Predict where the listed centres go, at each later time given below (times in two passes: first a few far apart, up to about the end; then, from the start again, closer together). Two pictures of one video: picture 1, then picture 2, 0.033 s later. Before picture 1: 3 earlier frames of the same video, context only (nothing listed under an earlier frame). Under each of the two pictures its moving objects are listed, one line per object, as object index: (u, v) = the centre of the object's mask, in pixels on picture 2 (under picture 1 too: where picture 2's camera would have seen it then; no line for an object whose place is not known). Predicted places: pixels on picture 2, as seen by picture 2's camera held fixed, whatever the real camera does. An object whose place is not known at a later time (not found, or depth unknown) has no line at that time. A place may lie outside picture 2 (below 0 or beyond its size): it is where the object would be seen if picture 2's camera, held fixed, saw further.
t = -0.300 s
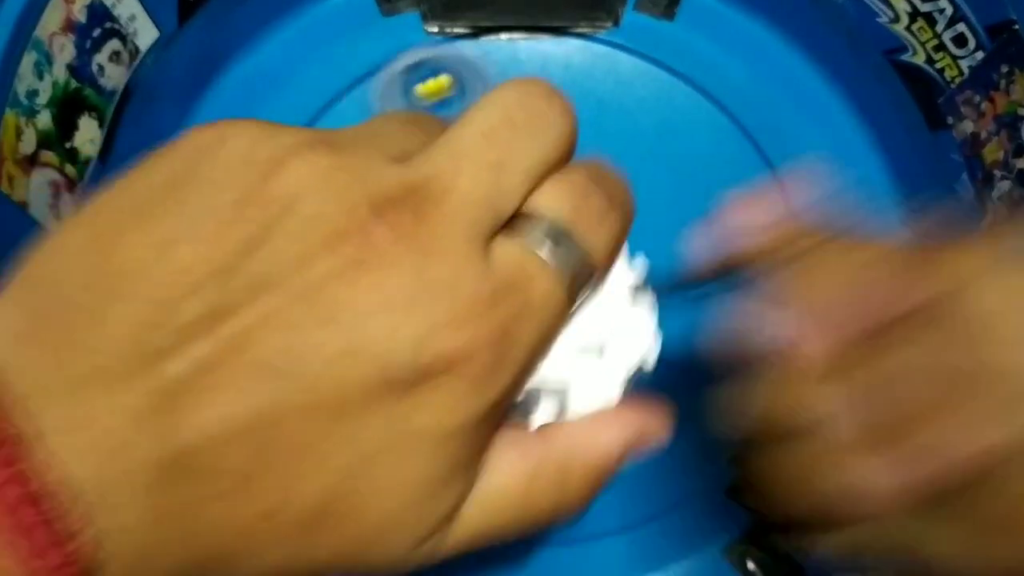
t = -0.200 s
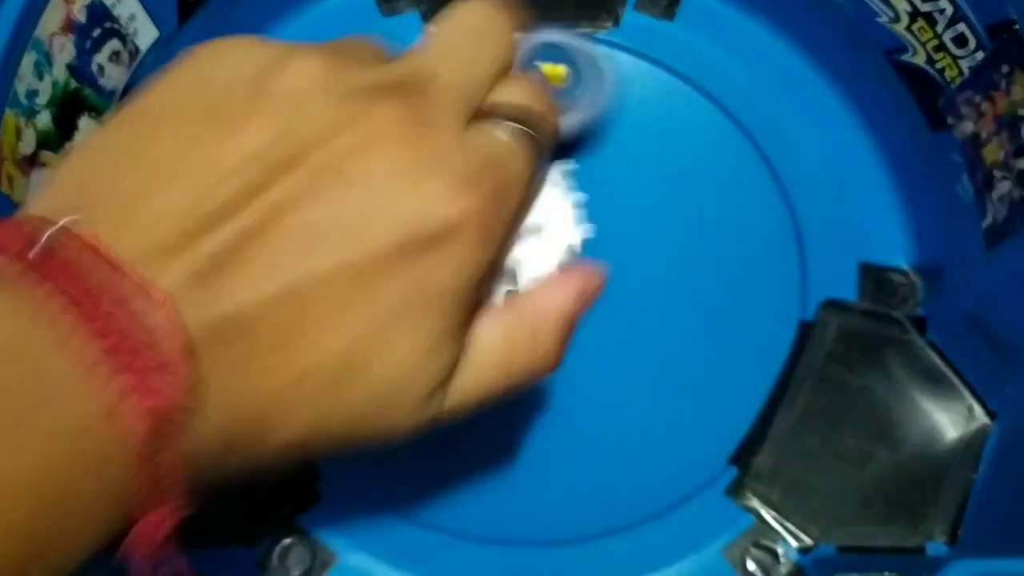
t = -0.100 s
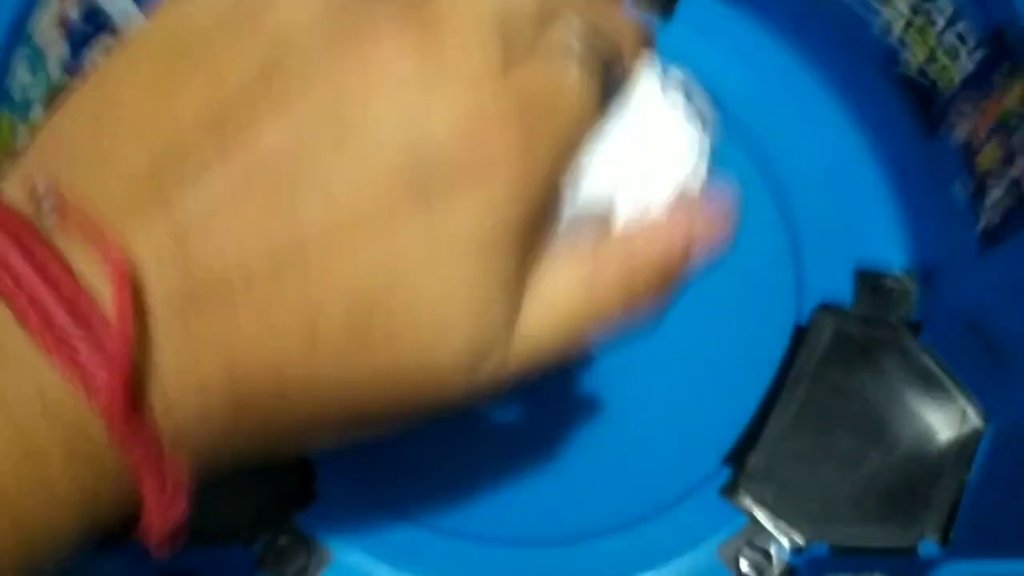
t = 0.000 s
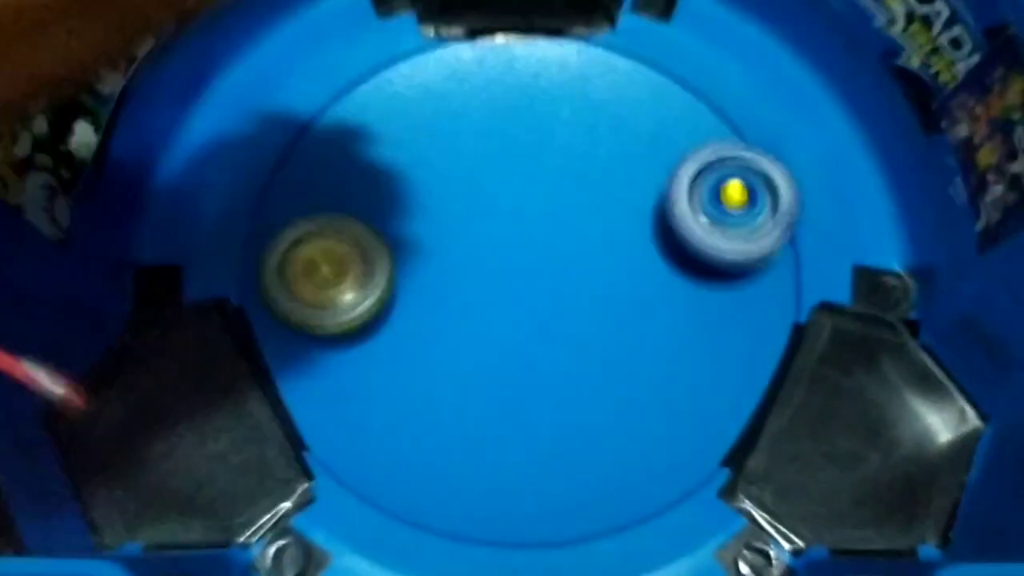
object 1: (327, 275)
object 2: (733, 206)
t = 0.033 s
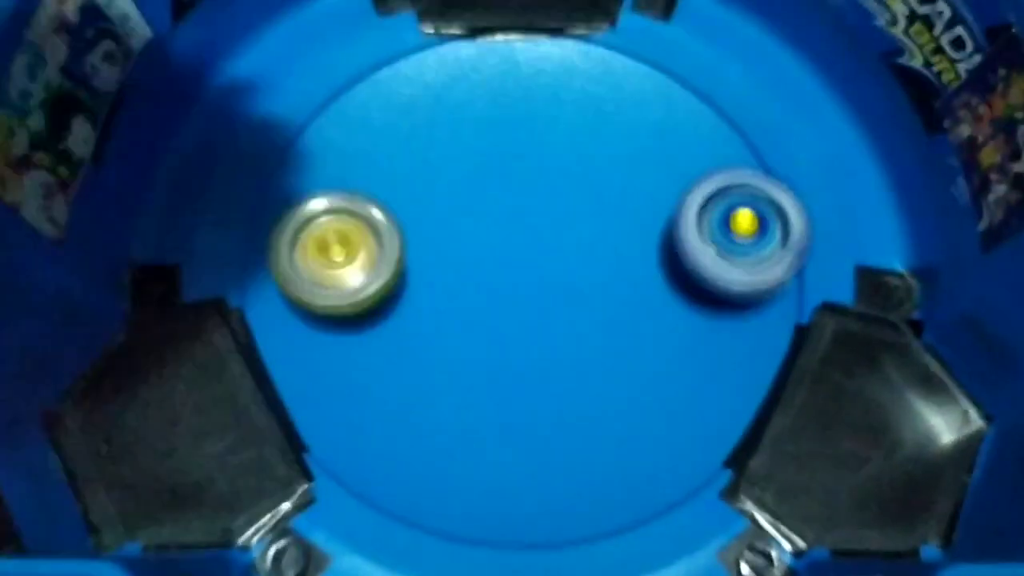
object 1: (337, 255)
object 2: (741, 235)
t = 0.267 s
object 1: (511, 204)
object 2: (597, 432)
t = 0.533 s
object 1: (645, 250)
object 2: (335, 333)
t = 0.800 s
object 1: (530, 285)
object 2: (421, 115)
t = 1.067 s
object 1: (424, 255)
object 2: (653, 169)
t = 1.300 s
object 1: (495, 261)
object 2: (654, 365)
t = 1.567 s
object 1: (600, 280)
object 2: (364, 384)
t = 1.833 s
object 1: (551, 244)
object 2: (351, 169)
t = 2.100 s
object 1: (561, 359)
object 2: (491, 34)
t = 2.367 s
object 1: (579, 360)
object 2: (631, 204)
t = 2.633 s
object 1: (431, 360)
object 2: (643, 285)
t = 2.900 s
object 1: (263, 285)
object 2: (644, 317)
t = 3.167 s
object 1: (368, 252)
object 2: (549, 290)
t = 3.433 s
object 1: (362, 128)
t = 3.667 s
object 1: (430, 189)
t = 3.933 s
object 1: (409, 181)
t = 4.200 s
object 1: (341, 159)
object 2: (545, 374)
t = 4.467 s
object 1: (375, 235)
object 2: (579, 259)
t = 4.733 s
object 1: (412, 267)
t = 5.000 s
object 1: (480, 230)
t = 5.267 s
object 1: (457, 184)
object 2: (674, 250)
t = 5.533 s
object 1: (447, 218)
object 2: (610, 246)
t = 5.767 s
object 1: (346, 282)
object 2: (657, 196)
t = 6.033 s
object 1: (431, 334)
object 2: (607, 192)
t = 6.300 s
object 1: (628, 353)
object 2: (499, 160)
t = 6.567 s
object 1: (620, 255)
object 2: (453, 189)
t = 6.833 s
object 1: (716, 235)
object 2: (245, 197)
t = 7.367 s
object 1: (603, 316)
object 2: (379, 233)
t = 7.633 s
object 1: (629, 338)
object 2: (458, 270)
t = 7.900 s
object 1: (666, 326)
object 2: (422, 285)
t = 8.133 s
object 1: (610, 290)
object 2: (467, 320)
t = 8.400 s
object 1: (638, 241)
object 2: (416, 335)
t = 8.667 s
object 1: (646, 202)
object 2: (366, 344)
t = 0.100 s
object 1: (376, 233)
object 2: (736, 302)
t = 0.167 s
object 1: (426, 214)
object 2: (700, 366)
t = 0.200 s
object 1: (454, 209)
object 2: (671, 392)
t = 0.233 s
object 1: (483, 205)
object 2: (636, 416)
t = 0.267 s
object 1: (511, 204)
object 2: (597, 432)
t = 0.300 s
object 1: (539, 206)
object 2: (555, 442)
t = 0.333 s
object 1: (565, 208)
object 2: (513, 444)
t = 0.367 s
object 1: (587, 212)
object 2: (473, 439)
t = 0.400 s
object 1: (606, 218)
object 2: (434, 429)
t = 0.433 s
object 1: (622, 225)
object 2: (400, 413)
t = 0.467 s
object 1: (634, 233)
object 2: (373, 391)
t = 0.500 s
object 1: (642, 242)
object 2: (349, 363)
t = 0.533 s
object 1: (645, 250)
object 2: (335, 333)
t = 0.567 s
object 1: (642, 258)
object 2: (325, 300)
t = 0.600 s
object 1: (635, 266)
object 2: (322, 268)
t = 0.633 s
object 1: (624, 272)
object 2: (326, 236)
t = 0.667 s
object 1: (610, 278)
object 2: (337, 207)
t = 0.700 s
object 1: (592, 282)
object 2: (352, 179)
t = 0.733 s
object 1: (572, 284)
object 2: (371, 154)
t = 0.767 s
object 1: (551, 284)
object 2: (394, 132)
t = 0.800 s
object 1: (530, 285)
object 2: (421, 115)
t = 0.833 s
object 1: (508, 283)
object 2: (450, 102)
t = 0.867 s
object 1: (487, 279)
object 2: (480, 95)
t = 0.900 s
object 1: (469, 276)
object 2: (512, 92)
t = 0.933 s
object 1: (453, 271)
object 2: (545, 97)
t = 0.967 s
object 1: (440, 266)
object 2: (576, 107)
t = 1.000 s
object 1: (431, 261)
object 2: (606, 123)
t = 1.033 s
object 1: (426, 258)
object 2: (631, 145)
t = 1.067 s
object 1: (424, 255)
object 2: (653, 169)
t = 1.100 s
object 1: (426, 253)
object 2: (672, 196)
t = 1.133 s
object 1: (432, 253)
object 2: (686, 226)
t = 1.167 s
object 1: (441, 253)
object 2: (692, 258)
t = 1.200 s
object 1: (453, 255)
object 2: (692, 289)
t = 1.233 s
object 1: (464, 256)
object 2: (687, 309)
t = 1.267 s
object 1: (479, 258)
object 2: (674, 338)
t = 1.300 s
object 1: (495, 261)
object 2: (654, 365)
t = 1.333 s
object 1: (512, 265)
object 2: (628, 386)
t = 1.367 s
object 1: (529, 269)
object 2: (594, 404)
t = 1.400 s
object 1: (546, 272)
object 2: (556, 417)
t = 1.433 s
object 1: (562, 276)
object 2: (516, 425)
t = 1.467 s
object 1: (575, 279)
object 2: (474, 425)
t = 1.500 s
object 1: (586, 281)
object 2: (434, 419)
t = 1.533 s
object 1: (594, 281)
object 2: (397, 404)
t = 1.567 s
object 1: (600, 280)
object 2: (364, 384)
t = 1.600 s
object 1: (603, 277)
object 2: (337, 361)
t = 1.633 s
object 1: (603, 274)
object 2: (317, 332)
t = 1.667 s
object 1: (600, 269)
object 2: (307, 302)
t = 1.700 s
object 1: (594, 265)
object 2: (305, 271)
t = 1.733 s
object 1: (585, 260)
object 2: (308, 243)
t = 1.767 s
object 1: (574, 255)
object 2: (317, 215)
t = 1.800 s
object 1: (563, 249)
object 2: (332, 190)
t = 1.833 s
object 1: (551, 244)
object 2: (351, 169)
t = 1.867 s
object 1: (538, 238)
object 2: (374, 152)
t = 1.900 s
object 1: (526, 233)
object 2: (401, 139)
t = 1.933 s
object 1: (514, 231)
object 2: (429, 130)
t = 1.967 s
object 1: (521, 254)
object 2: (441, 102)
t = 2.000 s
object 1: (531, 284)
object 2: (450, 69)
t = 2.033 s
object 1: (540, 312)
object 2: (460, 48)
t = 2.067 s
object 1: (551, 337)
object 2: (474, 39)
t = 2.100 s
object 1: (561, 359)
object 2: (491, 34)
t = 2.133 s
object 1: (569, 376)
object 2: (509, 36)
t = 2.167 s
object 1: (576, 389)
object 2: (529, 42)
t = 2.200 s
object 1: (581, 396)
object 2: (549, 54)
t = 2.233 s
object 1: (585, 398)
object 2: (571, 75)
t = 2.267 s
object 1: (586, 395)
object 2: (590, 107)
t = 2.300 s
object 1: (586, 387)
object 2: (607, 136)
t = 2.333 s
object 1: (583, 375)
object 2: (622, 169)
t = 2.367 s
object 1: (579, 360)
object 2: (631, 204)
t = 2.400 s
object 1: (570, 351)
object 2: (639, 235)
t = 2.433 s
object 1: (544, 361)
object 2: (656, 241)
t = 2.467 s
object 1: (517, 368)
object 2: (668, 243)
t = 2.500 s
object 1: (494, 372)
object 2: (675, 248)
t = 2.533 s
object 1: (472, 373)
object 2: (675, 255)
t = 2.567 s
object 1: (454, 371)
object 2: (670, 265)
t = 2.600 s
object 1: (440, 366)
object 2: (659, 274)
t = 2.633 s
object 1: (431, 360)
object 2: (643, 285)
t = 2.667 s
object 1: (425, 353)
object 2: (623, 295)
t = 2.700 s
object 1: (424, 345)
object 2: (599, 304)
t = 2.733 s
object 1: (426, 337)
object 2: (572, 313)
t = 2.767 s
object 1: (399, 325)
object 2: (578, 318)
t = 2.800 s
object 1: (357, 315)
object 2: (602, 321)
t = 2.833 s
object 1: (319, 304)
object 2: (623, 322)
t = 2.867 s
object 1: (287, 295)
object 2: (637, 320)
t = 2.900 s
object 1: (263, 285)
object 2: (644, 317)
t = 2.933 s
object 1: (247, 276)
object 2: (647, 315)
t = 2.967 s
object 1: (240, 268)
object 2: (644, 312)
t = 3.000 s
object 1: (243, 262)
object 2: (636, 309)
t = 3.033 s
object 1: (256, 256)
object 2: (623, 307)
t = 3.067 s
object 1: (276, 253)
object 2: (607, 303)
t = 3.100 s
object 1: (302, 252)
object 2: (589, 300)
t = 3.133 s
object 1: (333, 252)
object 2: (570, 295)
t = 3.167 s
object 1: (368, 252)
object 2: (549, 290)
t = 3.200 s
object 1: (398, 251)
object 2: (536, 287)
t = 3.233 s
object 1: (391, 228)
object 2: (567, 306)
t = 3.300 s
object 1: (370, 182)
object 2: (629, 346)
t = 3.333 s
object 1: (365, 163)
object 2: (653, 359)
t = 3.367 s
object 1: (361, 147)
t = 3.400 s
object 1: (360, 134)
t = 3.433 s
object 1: (362, 128)
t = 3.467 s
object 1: (365, 125)
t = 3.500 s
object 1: (371, 126)
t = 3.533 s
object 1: (380, 132)
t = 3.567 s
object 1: (390, 141)
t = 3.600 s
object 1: (403, 154)
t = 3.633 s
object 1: (416, 170)
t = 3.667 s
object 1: (430, 189)
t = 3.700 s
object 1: (444, 209)
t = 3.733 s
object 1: (459, 229)
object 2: (571, 356)
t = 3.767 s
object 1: (471, 246)
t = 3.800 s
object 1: (462, 235)
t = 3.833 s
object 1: (449, 221)
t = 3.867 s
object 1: (436, 206)
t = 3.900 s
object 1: (423, 194)
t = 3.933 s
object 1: (409, 181)
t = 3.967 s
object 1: (397, 170)
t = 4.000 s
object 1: (386, 162)
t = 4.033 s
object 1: (375, 156)
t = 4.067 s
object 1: (365, 152)
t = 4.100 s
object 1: (356, 151)
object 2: (576, 419)
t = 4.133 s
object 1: (349, 152)
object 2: (565, 405)
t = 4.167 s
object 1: (344, 154)
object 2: (554, 390)
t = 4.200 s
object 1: (341, 159)
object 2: (545, 374)
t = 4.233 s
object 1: (340, 166)
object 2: (536, 357)
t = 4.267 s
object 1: (342, 176)
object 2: (529, 341)
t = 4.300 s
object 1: (348, 186)
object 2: (523, 324)
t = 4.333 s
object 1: (357, 198)
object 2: (520, 308)
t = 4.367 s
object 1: (369, 211)
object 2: (519, 290)
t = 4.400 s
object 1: (385, 224)
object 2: (519, 275)
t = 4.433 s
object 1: (388, 232)
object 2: (541, 263)
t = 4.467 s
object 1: (375, 235)
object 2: (579, 259)
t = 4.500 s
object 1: (365, 238)
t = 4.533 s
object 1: (359, 242)
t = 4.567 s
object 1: (358, 246)
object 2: (659, 246)
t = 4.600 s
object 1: (361, 250)
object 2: (674, 244)
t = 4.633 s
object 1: (369, 255)
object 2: (684, 243)
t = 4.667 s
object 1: (381, 259)
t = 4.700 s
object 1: (396, 263)
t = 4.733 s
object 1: (412, 267)
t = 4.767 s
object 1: (430, 270)
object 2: (689, 246)
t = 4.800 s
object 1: (449, 272)
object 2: (683, 248)
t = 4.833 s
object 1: (469, 272)
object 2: (675, 250)
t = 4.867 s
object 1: (488, 268)
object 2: (666, 252)
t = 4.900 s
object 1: (508, 263)
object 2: (655, 254)
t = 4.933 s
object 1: (507, 254)
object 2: (663, 255)
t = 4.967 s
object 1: (492, 243)
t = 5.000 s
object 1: (480, 230)
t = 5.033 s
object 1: (470, 219)
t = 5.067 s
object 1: (462, 208)
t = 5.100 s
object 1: (457, 200)
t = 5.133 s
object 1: (453, 193)
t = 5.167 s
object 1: (451, 188)
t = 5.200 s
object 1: (451, 185)
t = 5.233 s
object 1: (454, 184)
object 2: (687, 250)
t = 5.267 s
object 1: (457, 184)
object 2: (674, 250)
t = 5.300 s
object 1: (463, 186)
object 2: (659, 250)
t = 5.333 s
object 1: (469, 190)
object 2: (644, 249)
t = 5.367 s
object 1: (476, 195)
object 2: (627, 248)
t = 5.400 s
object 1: (483, 201)
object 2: (611, 246)
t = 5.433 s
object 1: (474, 205)
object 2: (612, 247)
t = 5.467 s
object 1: (462, 208)
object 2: (615, 248)
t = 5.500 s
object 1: (454, 213)
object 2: (614, 248)
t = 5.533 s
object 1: (447, 218)
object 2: (610, 246)
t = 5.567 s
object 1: (444, 224)
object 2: (603, 244)
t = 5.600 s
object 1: (443, 231)
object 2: (595, 241)
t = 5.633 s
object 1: (445, 238)
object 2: (585, 236)
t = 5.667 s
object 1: (437, 246)
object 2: (588, 229)
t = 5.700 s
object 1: (402, 258)
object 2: (618, 217)
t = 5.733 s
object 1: (372, 271)
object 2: (640, 205)
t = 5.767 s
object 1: (346, 282)
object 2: (657, 196)
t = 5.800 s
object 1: (328, 292)
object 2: (665, 189)
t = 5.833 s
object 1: (319, 303)
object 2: (669, 184)
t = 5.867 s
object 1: (320, 311)
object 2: (667, 180)
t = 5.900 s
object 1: (331, 320)
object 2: (661, 180)
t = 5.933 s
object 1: (350, 327)
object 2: (652, 181)
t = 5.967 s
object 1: (372, 332)
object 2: (639, 184)
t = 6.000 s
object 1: (401, 334)
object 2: (624, 187)
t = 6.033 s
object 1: (431, 334)
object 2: (607, 192)
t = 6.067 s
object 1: (463, 332)
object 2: (590, 197)
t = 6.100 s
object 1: (494, 327)
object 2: (572, 203)
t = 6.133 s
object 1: (525, 324)
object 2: (555, 205)
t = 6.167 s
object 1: (550, 335)
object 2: (542, 195)
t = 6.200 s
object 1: (574, 346)
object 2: (531, 183)
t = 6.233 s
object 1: (594, 352)
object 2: (520, 173)
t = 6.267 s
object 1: (613, 355)
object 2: (510, 165)
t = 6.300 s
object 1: (628, 353)
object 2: (499, 160)
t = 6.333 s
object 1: (640, 347)
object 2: (490, 158)
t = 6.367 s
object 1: (648, 339)
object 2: (482, 157)
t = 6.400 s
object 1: (652, 328)
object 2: (474, 159)
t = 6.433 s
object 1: (652, 315)
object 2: (468, 162)
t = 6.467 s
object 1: (649, 300)
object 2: (463, 168)
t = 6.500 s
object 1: (642, 285)
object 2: (459, 174)
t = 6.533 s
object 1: (633, 270)
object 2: (456, 181)
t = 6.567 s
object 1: (620, 255)
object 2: (453, 189)
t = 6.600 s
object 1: (608, 242)
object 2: (451, 196)
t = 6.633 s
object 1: (592, 230)
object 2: (449, 204)
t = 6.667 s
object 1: (585, 222)
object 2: (439, 210)
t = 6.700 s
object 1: (619, 221)
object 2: (383, 204)
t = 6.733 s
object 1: (652, 224)
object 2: (327, 200)
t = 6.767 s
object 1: (680, 227)
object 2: (285, 198)
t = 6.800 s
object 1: (701, 231)
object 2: (256, 195)
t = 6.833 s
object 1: (716, 235)
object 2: (245, 197)
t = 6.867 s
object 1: (725, 238)
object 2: (240, 200)
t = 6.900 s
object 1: (727, 242)
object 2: (238, 203)
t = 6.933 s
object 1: (724, 245)
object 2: (238, 205)
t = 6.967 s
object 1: (714, 248)
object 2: (239, 209)
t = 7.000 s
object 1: (701, 250)
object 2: (241, 212)
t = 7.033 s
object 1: (684, 253)
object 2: (244, 215)
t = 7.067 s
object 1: (662, 254)
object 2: (249, 220)
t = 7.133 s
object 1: (615, 258)
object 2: (288, 234)
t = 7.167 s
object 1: (589, 261)
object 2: (318, 241)
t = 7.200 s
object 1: (565, 263)
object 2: (349, 248)
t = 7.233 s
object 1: (541, 266)
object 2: (383, 255)
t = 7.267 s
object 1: (539, 274)
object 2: (395, 252)
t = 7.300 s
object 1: (562, 290)
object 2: (386, 243)
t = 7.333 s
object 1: (584, 304)
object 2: (380, 237)
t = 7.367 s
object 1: (603, 316)
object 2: (379, 233)
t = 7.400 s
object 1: (618, 325)
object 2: (380, 231)
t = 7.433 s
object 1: (630, 332)
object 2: (385, 230)
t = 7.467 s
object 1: (638, 338)
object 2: (393, 232)
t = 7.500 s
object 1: (643, 342)
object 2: (404, 236)
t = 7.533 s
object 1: (644, 343)
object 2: (416, 242)
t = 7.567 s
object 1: (643, 343)
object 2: (430, 250)
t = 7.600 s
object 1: (638, 342)
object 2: (443, 259)
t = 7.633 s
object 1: (629, 338)
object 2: (458, 270)
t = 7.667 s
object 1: (619, 333)
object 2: (474, 282)
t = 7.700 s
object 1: (617, 330)
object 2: (480, 288)
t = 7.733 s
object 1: (635, 332)
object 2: (460, 284)
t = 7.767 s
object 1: (651, 332)
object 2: (443, 282)
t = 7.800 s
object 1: (661, 333)
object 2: (431, 281)
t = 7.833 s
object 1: (668, 331)
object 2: (423, 281)
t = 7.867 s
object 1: (669, 329)
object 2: (421, 282)
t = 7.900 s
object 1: (666, 326)
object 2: (422, 285)
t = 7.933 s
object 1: (659, 322)
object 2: (428, 289)
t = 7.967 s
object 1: (648, 318)
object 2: (437, 294)
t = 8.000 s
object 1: (635, 313)
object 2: (450, 300)
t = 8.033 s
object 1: (619, 308)
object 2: (464, 306)
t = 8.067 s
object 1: (611, 301)
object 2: (471, 312)
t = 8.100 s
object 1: (612, 295)
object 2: (468, 317)
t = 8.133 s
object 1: (610, 290)
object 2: (467, 320)
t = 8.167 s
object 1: (605, 285)
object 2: (469, 324)
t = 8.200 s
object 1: (604, 279)
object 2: (464, 328)
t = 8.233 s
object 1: (619, 268)
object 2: (441, 335)
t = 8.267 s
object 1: (631, 259)
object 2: (422, 340)
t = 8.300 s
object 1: (638, 251)
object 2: (410, 342)
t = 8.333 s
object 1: (641, 246)
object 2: (406, 342)
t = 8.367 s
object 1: (641, 243)
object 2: (409, 339)
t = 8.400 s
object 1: (638, 241)
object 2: (416, 335)
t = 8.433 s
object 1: (631, 241)
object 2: (426, 331)
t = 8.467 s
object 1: (621, 242)
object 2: (437, 326)
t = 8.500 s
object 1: (608, 244)
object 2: (448, 321)
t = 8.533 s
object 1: (591, 246)
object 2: (459, 315)
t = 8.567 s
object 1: (591, 242)
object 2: (448, 317)
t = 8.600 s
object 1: (614, 228)
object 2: (414, 330)
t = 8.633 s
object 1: (632, 214)
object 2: (387, 338)
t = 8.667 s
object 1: (646, 202)
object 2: (366, 344)
